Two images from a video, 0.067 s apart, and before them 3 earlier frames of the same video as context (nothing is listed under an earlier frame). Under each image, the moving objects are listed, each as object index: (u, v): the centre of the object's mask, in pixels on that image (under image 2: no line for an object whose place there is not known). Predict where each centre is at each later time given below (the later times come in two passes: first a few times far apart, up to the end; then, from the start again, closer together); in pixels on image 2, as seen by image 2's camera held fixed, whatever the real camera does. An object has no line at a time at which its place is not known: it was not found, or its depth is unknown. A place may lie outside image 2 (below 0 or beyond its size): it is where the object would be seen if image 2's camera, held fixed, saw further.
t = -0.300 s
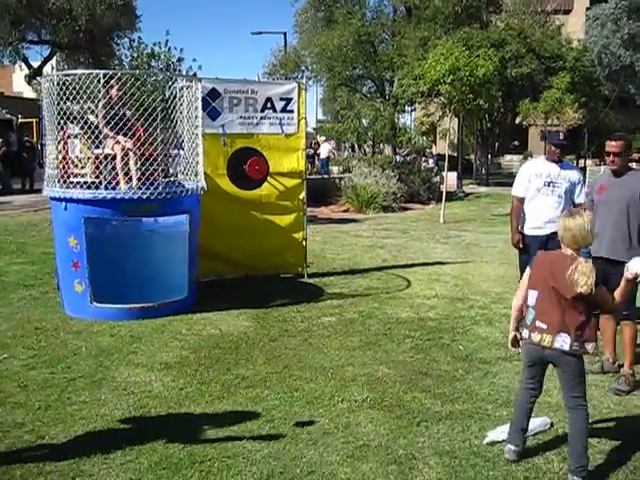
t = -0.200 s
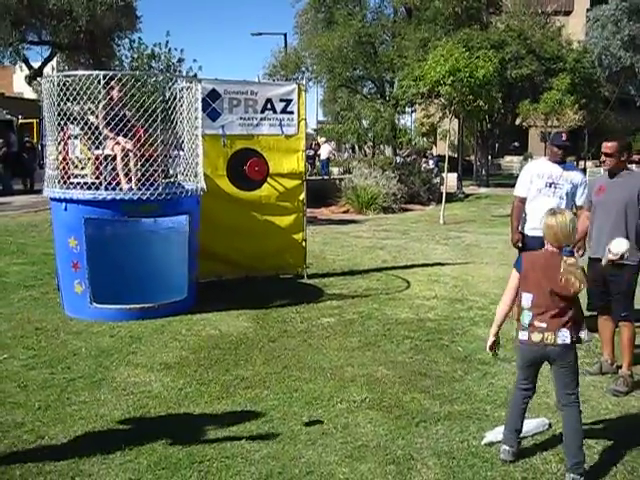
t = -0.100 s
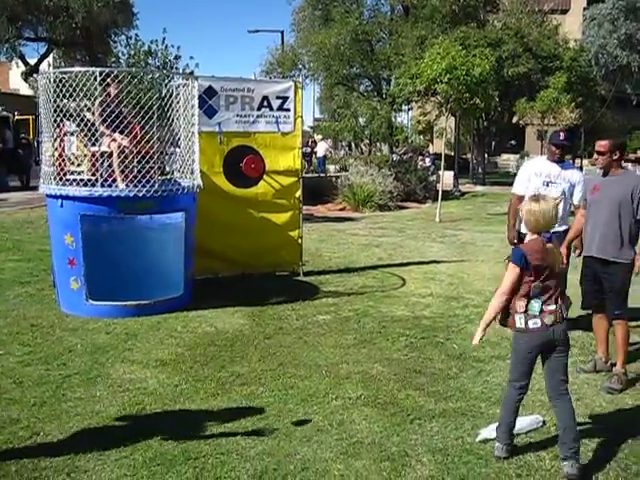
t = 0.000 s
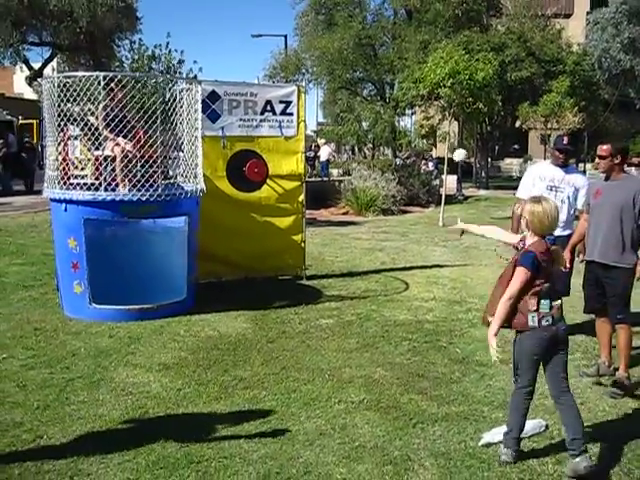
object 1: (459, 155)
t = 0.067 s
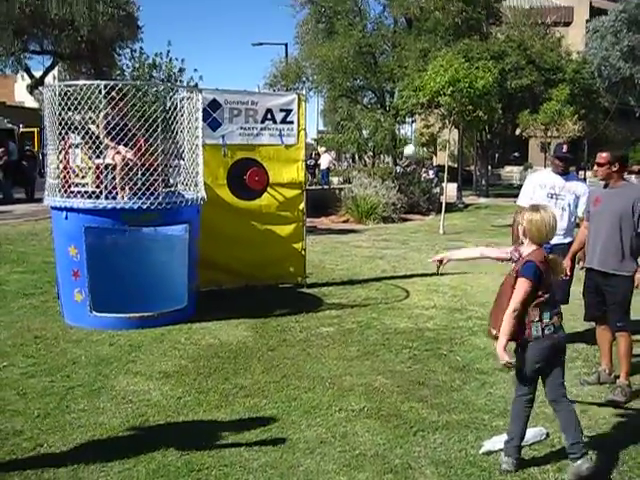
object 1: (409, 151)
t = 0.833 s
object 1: (245, 313)
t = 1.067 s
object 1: (264, 307)
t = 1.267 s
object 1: (282, 351)
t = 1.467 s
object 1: (302, 359)
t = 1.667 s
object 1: (324, 383)
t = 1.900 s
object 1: (351, 406)
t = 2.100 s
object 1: (373, 422)
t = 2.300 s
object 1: (398, 438)
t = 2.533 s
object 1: (426, 455)
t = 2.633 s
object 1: (437, 460)
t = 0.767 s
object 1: (243, 305)
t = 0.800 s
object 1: (243, 318)
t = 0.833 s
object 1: (245, 313)
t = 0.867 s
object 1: (248, 309)
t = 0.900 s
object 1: (250, 306)
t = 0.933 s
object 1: (253, 304)
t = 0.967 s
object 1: (256, 303)
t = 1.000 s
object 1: (258, 303)
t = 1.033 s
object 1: (261, 304)
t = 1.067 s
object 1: (264, 307)
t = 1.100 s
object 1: (267, 311)
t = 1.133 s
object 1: (270, 316)
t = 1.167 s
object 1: (272, 322)
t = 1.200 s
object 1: (275, 331)
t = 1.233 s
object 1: (279, 340)
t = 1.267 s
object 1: (282, 351)
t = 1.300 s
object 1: (285, 350)
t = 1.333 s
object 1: (288, 349)
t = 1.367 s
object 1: (291, 350)
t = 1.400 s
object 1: (295, 352)
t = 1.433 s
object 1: (298, 355)
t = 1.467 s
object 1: (302, 359)
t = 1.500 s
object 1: (305, 366)
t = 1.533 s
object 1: (308, 371)
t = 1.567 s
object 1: (313, 373)
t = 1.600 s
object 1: (316, 375)
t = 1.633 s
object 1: (320, 378)
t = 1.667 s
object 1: (324, 383)
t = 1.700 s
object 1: (328, 386)
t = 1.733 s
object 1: (332, 389)
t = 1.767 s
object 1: (336, 390)
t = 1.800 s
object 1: (339, 393)
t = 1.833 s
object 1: (343, 397)
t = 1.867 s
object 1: (347, 402)
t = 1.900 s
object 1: (351, 406)
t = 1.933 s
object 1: (355, 407)
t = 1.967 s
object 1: (358, 409)
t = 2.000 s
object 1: (362, 413)
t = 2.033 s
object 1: (365, 417)
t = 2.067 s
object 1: (369, 420)
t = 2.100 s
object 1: (373, 422)
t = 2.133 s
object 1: (377, 424)
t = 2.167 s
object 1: (381, 428)
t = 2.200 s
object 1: (385, 431)
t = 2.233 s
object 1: (389, 433)
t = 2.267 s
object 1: (394, 435)
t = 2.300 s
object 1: (398, 438)
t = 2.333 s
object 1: (402, 441)
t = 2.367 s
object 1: (406, 443)
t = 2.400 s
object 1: (410, 446)
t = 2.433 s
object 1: (414, 450)
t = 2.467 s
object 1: (418, 451)
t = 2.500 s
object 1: (423, 453)
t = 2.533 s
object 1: (426, 455)
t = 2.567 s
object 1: (430, 457)
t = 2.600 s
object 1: (431, 459)
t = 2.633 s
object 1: (437, 460)
